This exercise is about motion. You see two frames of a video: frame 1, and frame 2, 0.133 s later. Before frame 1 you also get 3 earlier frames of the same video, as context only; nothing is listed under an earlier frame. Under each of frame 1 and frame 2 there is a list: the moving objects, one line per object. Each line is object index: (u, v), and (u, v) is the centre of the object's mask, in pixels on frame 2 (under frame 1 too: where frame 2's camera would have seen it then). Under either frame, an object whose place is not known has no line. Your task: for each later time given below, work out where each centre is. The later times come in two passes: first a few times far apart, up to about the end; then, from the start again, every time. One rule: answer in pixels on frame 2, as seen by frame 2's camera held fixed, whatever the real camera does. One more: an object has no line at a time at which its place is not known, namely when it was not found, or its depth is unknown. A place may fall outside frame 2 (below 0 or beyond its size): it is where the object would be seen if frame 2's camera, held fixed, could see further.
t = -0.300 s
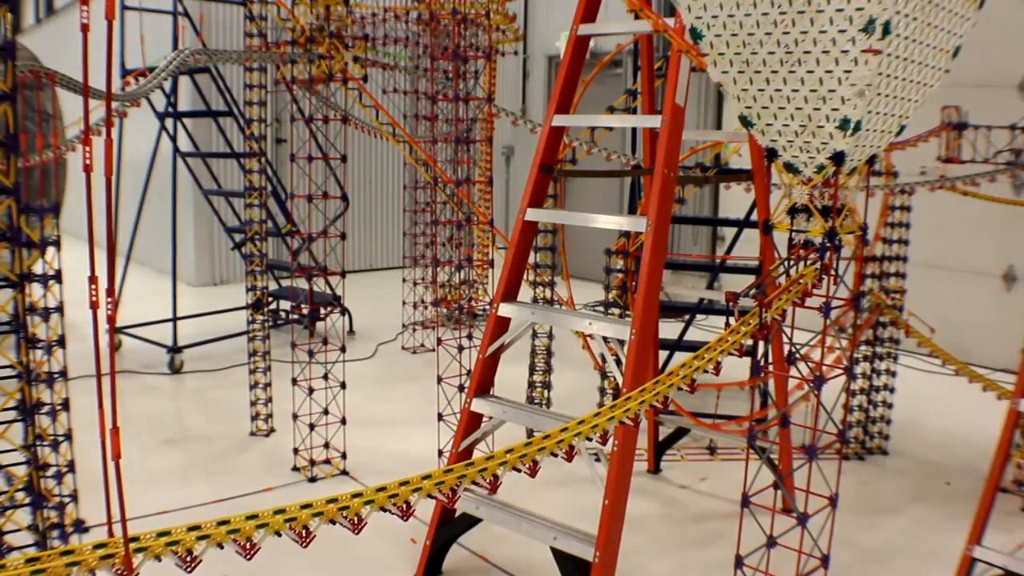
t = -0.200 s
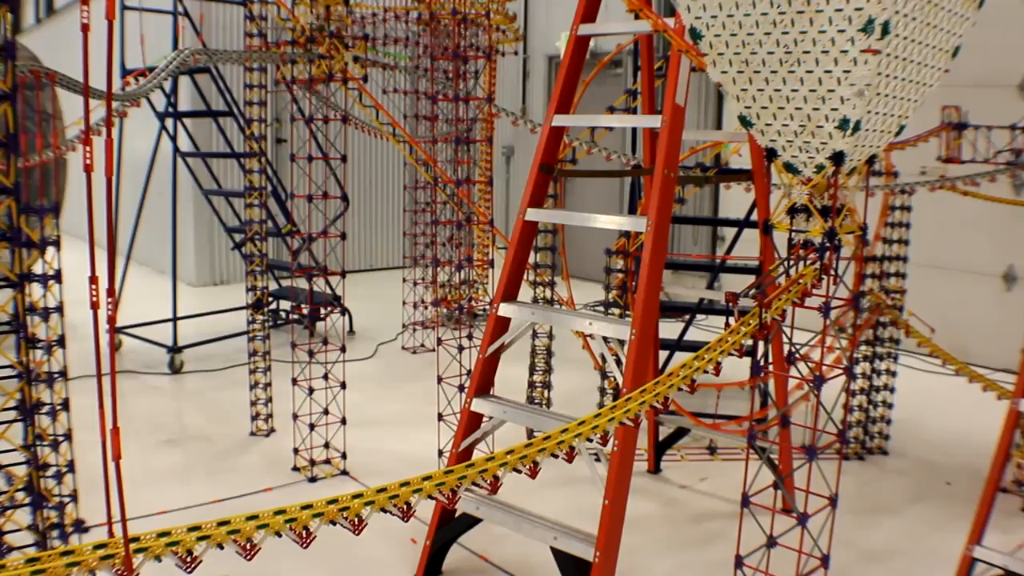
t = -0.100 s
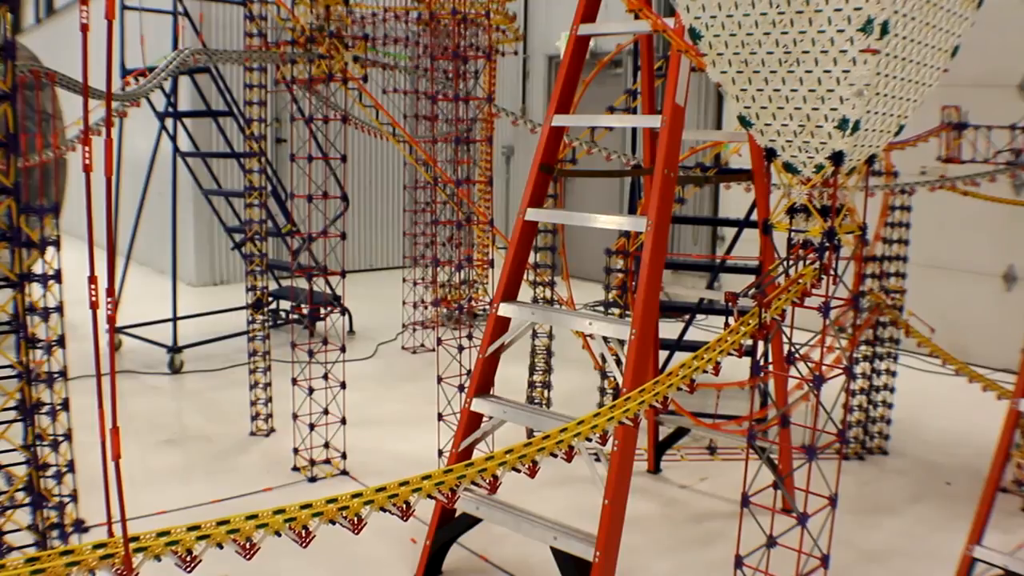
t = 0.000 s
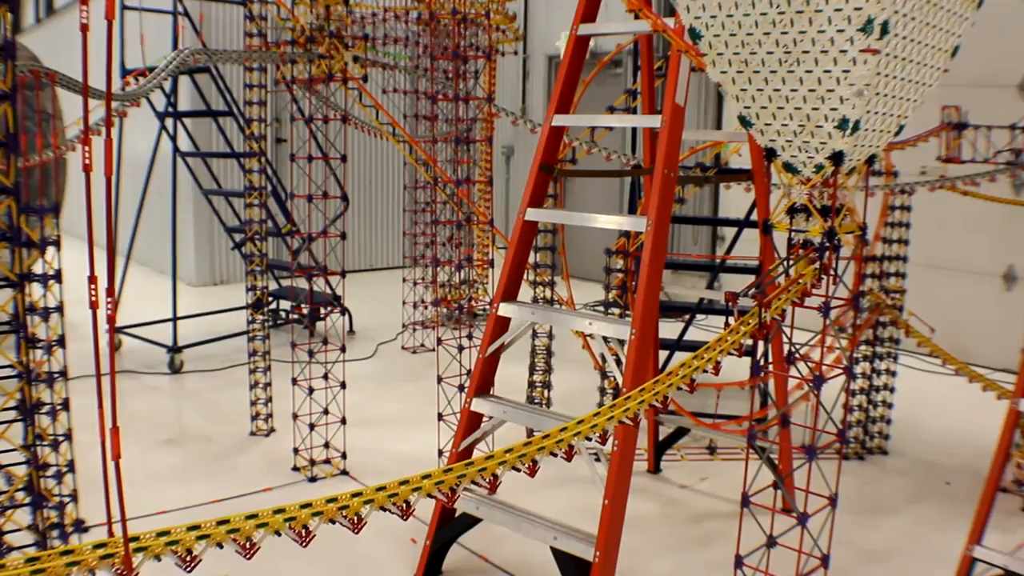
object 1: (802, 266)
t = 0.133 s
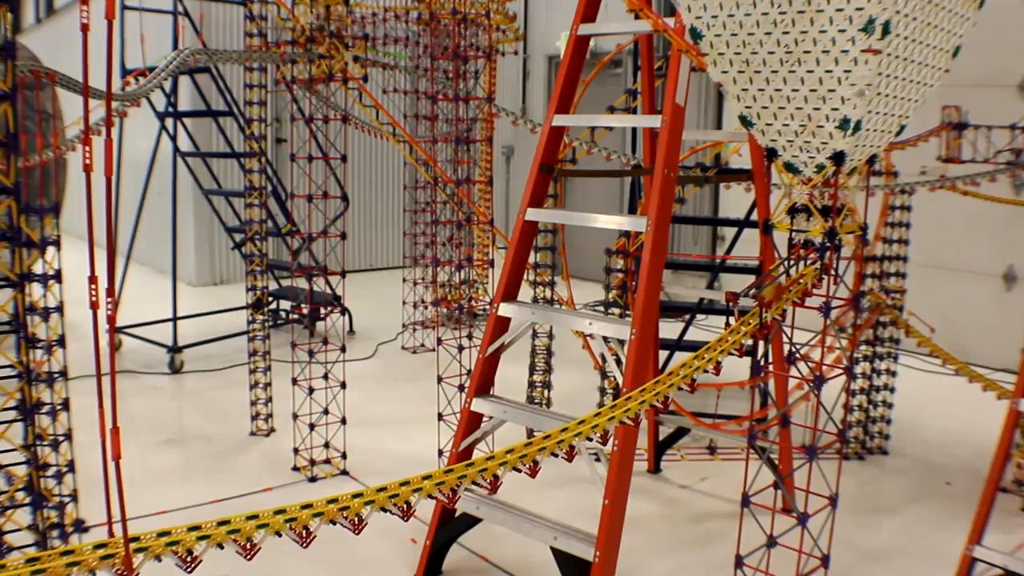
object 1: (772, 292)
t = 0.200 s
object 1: (748, 309)
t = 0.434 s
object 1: (649, 376)
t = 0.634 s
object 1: (528, 435)
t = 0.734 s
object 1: (446, 459)
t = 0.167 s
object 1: (766, 295)
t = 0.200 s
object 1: (748, 309)
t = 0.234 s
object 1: (741, 316)
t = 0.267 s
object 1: (729, 325)
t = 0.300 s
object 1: (715, 336)
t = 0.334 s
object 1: (700, 344)
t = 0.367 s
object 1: (684, 356)
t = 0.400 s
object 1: (667, 366)
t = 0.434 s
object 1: (649, 376)
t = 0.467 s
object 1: (635, 384)
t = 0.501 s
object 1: (614, 396)
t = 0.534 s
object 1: (594, 408)
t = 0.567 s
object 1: (573, 416)
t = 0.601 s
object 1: (551, 423)
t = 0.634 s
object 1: (528, 435)
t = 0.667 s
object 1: (501, 443)
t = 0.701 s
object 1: (472, 452)
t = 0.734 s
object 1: (446, 459)
